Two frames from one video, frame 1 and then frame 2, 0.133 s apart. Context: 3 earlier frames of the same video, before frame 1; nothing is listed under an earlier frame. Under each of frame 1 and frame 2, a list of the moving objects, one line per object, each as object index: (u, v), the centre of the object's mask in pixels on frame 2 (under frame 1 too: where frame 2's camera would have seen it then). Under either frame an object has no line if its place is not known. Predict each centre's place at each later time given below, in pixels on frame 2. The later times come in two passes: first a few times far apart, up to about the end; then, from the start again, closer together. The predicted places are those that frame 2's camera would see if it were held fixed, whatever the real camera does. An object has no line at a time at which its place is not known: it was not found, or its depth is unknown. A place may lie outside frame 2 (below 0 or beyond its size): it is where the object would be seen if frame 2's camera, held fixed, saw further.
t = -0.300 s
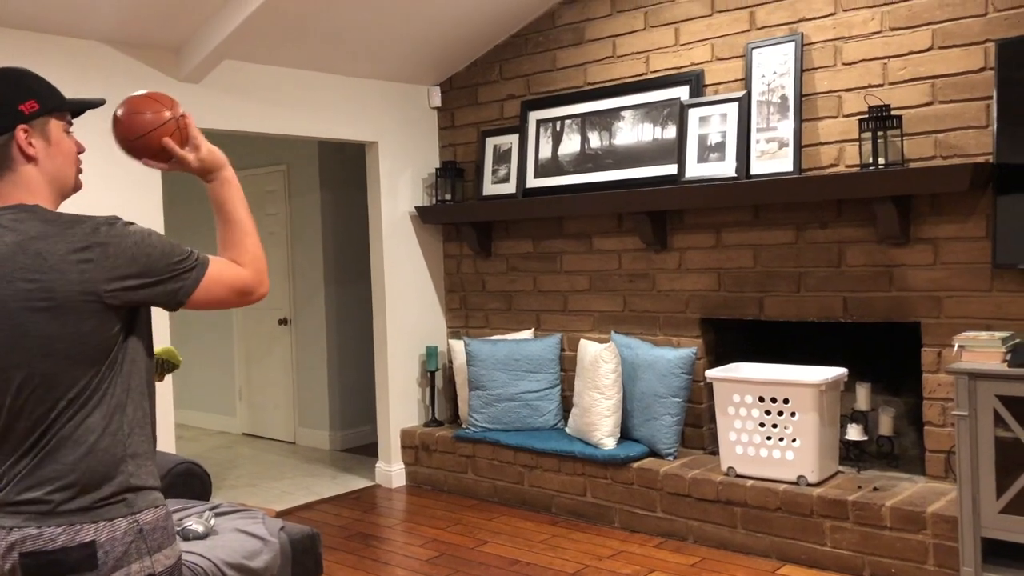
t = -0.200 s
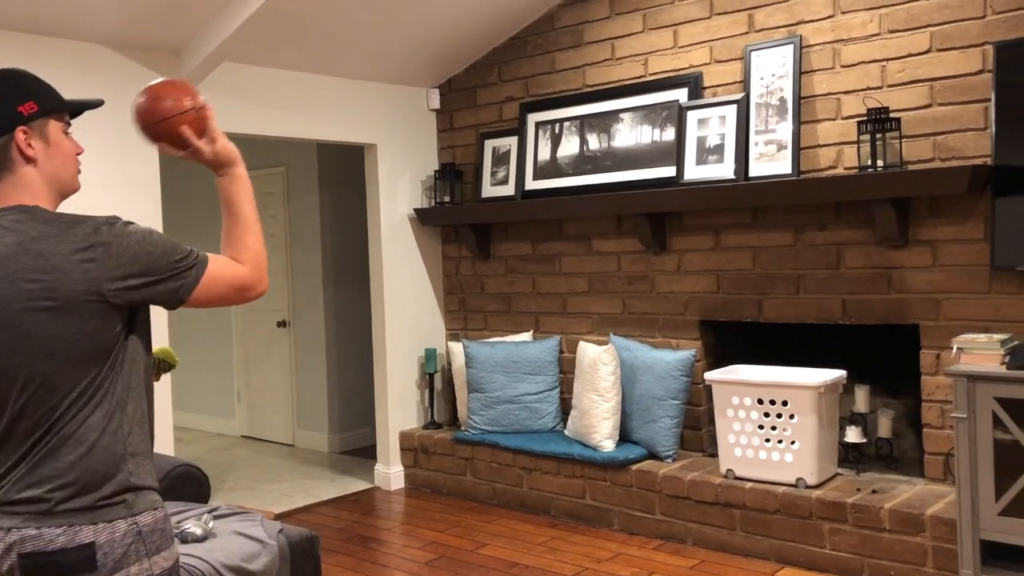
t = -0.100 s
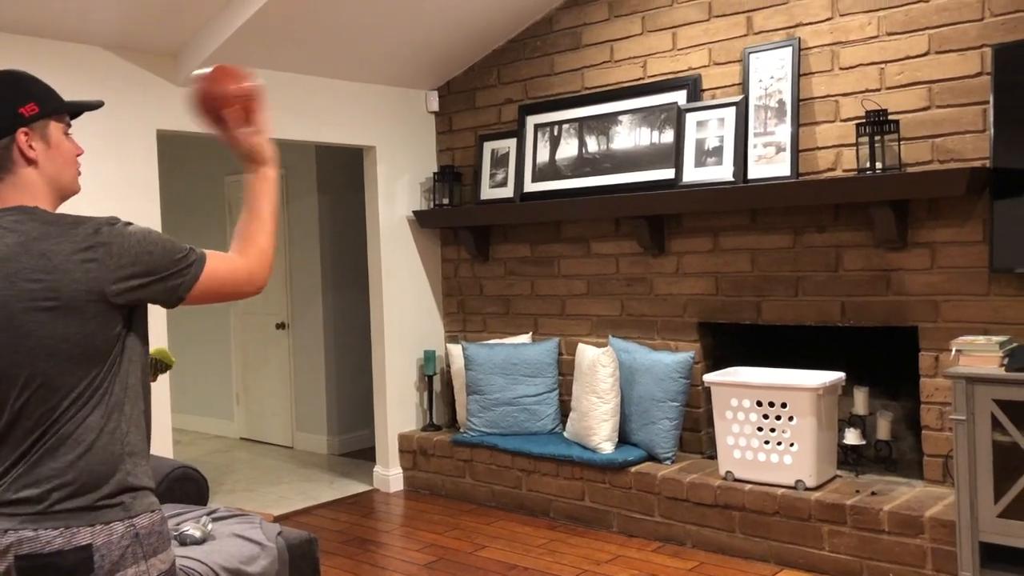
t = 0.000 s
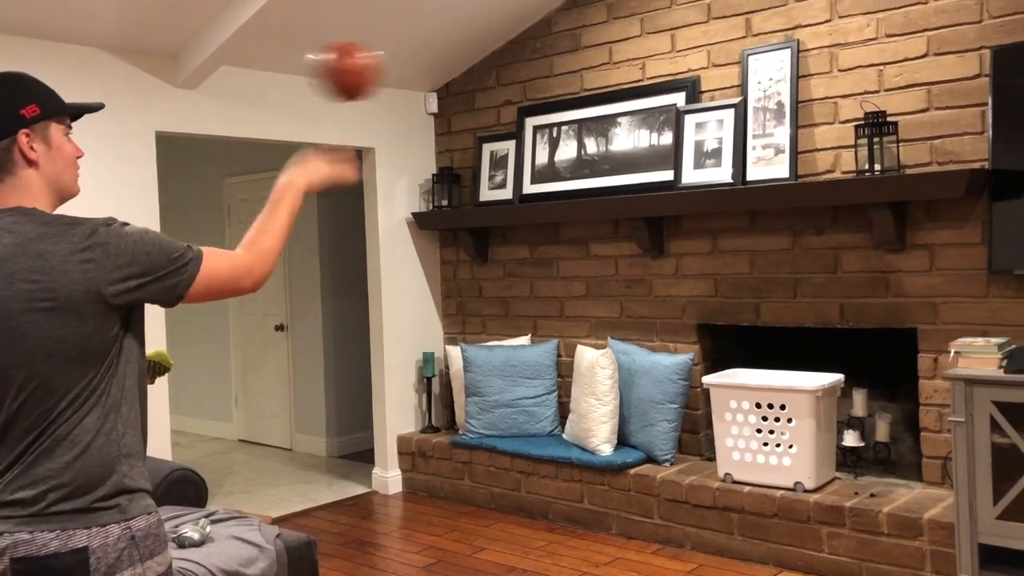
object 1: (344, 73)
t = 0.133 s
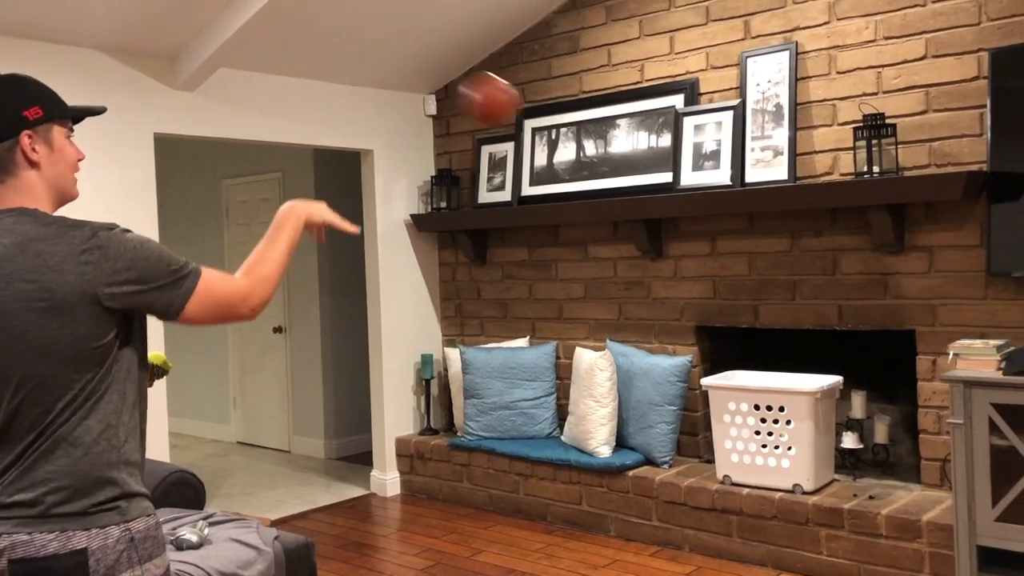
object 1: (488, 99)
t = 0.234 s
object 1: (572, 151)
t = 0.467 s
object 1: (707, 317)
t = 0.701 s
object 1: (711, 536)
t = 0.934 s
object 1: (614, 474)
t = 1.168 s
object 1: (484, 455)
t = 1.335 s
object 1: (370, 548)
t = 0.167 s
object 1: (516, 113)
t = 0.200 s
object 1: (546, 131)
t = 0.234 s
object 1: (572, 151)
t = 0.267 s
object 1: (596, 171)
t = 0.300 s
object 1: (619, 192)
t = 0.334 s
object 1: (638, 213)
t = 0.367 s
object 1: (655, 235)
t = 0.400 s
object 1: (673, 258)
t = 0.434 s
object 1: (690, 284)
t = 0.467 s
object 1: (707, 317)
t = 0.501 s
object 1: (723, 345)
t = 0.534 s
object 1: (735, 369)
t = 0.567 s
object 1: (742, 401)
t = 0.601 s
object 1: (736, 427)
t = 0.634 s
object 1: (727, 462)
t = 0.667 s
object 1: (720, 496)
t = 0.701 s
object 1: (711, 536)
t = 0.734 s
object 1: (708, 564)
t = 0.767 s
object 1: (690, 557)
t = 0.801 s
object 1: (675, 541)
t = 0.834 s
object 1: (660, 523)
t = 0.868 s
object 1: (646, 506)
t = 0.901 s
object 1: (630, 488)
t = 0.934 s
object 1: (614, 474)
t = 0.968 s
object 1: (596, 461)
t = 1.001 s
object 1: (577, 455)
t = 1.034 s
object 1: (561, 450)
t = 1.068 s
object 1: (546, 446)
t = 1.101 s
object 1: (528, 444)
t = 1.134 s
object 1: (506, 446)
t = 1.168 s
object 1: (484, 455)
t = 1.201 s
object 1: (463, 469)
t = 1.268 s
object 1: (423, 502)
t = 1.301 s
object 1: (396, 524)
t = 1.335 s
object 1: (370, 548)
